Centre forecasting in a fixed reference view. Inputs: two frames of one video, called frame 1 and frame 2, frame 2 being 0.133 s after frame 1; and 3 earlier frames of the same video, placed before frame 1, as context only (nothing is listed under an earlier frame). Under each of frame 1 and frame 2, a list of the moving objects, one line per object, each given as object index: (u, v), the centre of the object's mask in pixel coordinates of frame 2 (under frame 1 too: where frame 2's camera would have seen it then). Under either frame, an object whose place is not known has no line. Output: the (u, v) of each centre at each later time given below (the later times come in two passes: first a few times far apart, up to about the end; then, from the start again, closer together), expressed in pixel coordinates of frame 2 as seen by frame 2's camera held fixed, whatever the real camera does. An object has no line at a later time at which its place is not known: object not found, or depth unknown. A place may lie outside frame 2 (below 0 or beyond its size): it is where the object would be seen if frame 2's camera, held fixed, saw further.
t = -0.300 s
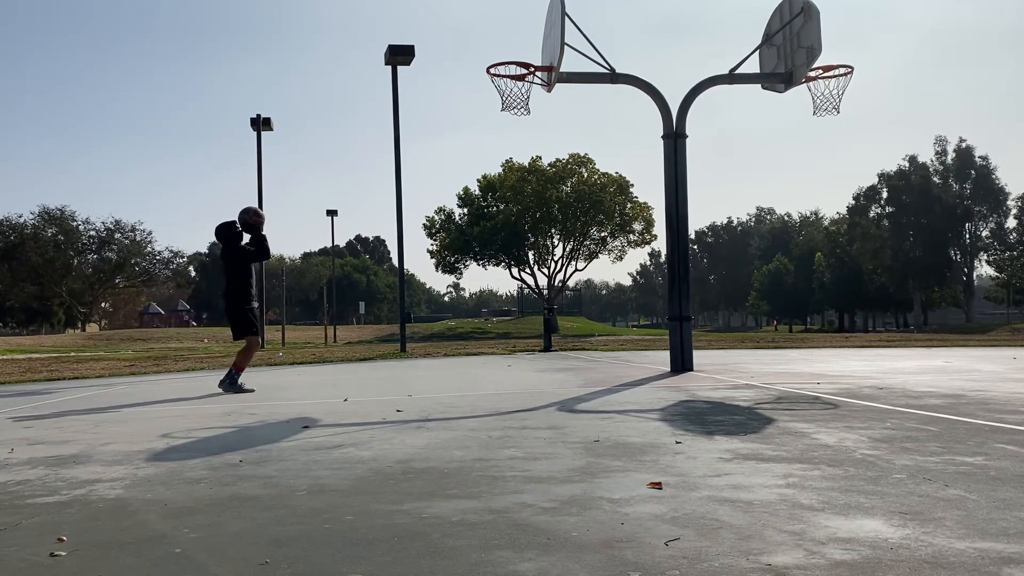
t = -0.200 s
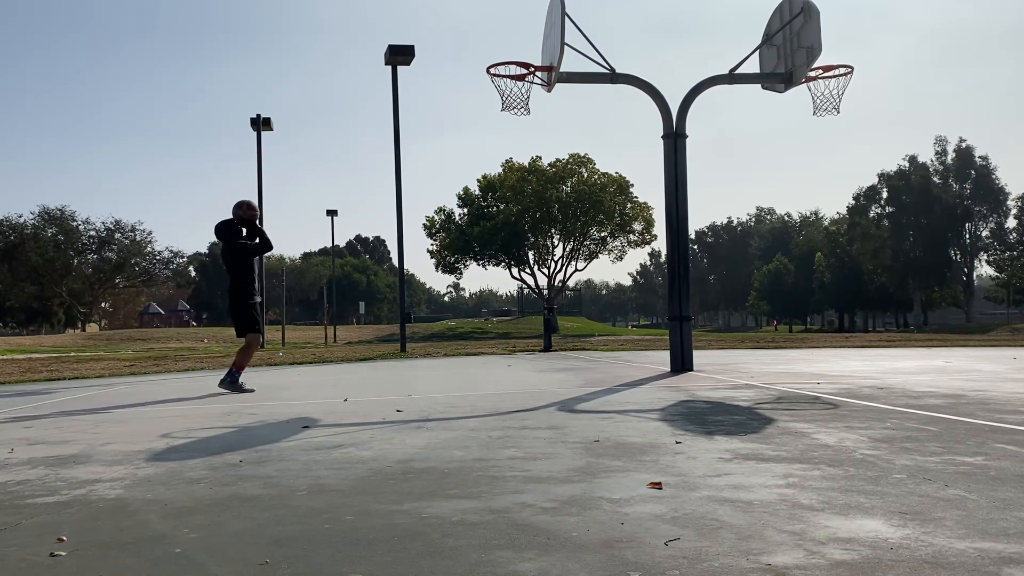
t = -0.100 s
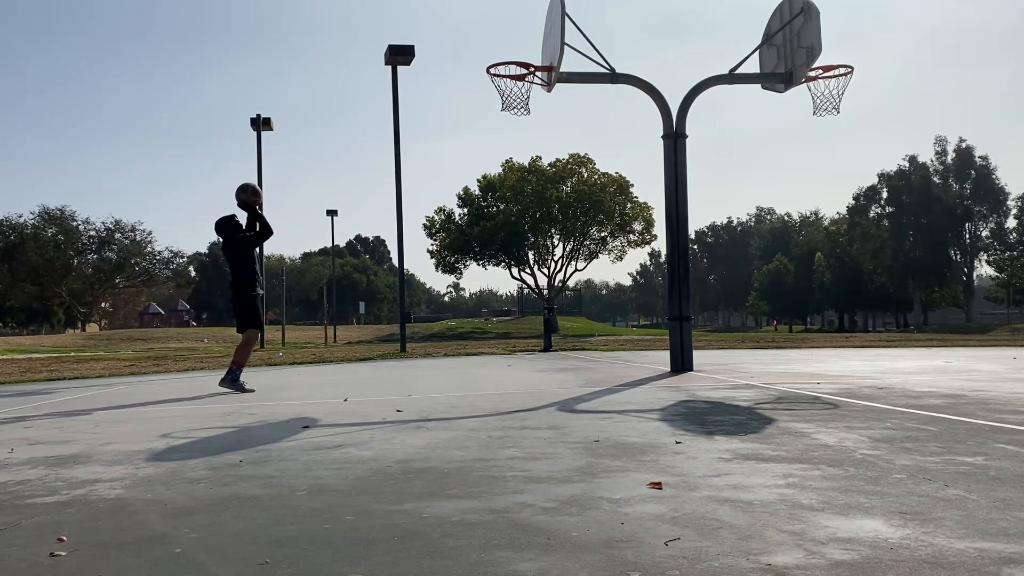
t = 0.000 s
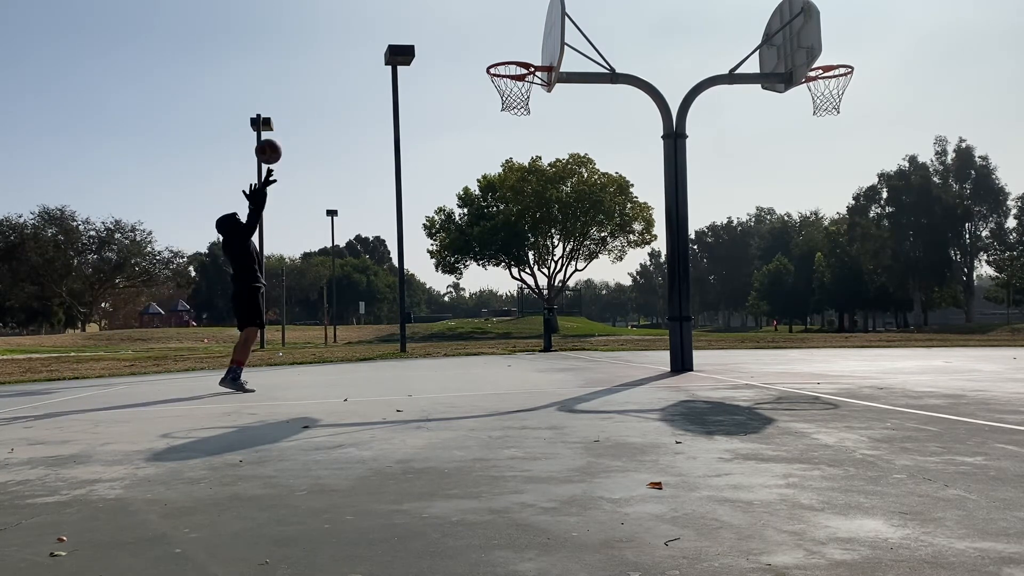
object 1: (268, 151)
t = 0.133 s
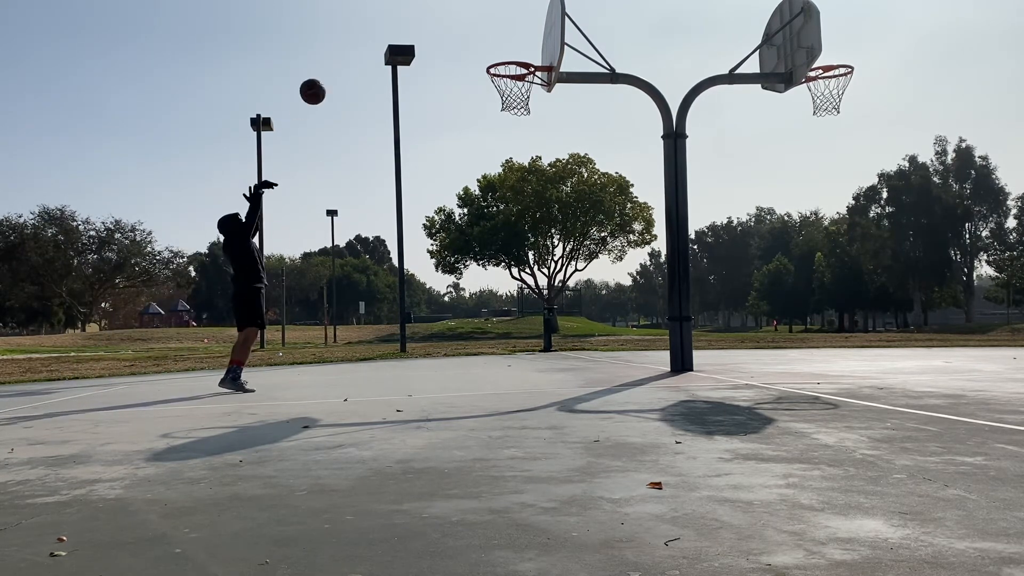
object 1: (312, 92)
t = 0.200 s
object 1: (334, 69)
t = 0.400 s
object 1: (398, 29)
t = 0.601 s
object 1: (461, 30)
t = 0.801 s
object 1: (522, 70)
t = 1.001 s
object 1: (504, 132)
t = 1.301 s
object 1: (479, 272)
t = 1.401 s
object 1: (472, 335)
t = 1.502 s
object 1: (462, 341)
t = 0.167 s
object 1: (323, 80)
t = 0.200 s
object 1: (334, 69)
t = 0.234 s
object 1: (345, 59)
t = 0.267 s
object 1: (356, 51)
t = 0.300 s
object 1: (366, 43)
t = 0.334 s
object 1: (377, 37)
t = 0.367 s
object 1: (387, 32)
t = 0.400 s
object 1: (398, 29)
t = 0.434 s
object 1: (408, 26)
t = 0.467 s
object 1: (419, 25)
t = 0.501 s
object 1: (429, 24)
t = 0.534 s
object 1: (440, 25)
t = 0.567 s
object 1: (450, 27)
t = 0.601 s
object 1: (461, 30)
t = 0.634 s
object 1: (471, 34)
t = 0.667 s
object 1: (482, 39)
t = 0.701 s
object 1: (492, 45)
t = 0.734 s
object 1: (502, 52)
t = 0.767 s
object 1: (513, 61)
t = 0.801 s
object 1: (522, 70)
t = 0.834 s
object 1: (520, 79)
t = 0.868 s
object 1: (517, 91)
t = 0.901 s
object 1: (513, 102)
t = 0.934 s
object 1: (510, 111)
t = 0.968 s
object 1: (507, 121)
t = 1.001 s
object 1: (504, 132)
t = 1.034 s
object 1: (501, 144)
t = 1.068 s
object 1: (498, 157)
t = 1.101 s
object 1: (495, 170)
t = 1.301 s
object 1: (479, 272)
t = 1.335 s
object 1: (476, 292)
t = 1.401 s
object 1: (472, 335)
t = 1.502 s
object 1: (462, 341)
